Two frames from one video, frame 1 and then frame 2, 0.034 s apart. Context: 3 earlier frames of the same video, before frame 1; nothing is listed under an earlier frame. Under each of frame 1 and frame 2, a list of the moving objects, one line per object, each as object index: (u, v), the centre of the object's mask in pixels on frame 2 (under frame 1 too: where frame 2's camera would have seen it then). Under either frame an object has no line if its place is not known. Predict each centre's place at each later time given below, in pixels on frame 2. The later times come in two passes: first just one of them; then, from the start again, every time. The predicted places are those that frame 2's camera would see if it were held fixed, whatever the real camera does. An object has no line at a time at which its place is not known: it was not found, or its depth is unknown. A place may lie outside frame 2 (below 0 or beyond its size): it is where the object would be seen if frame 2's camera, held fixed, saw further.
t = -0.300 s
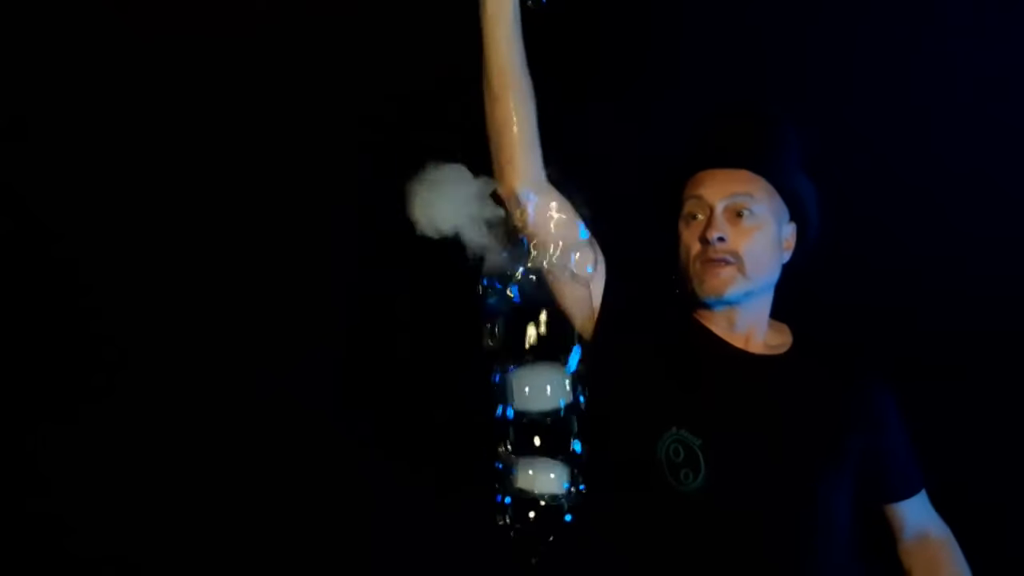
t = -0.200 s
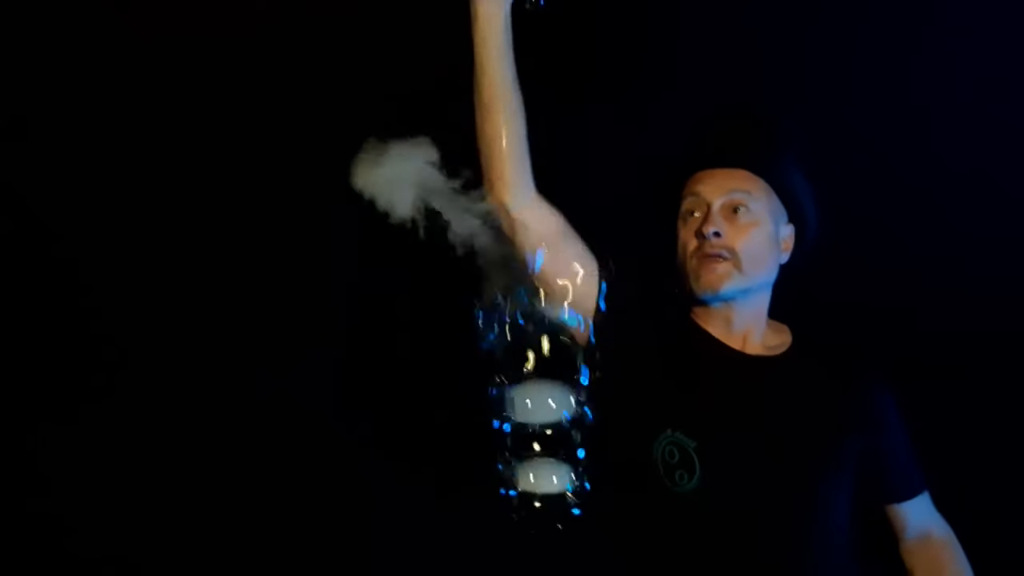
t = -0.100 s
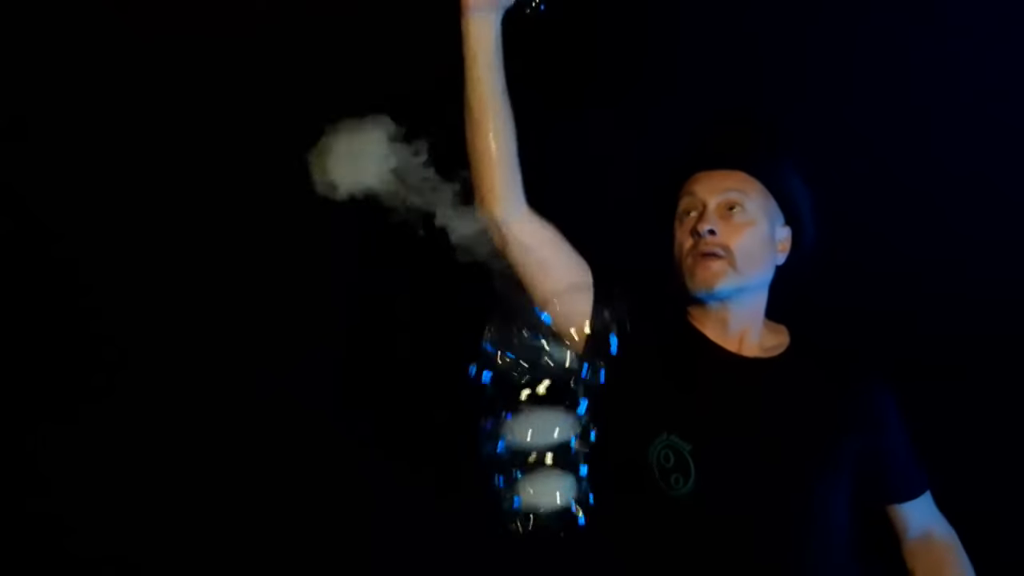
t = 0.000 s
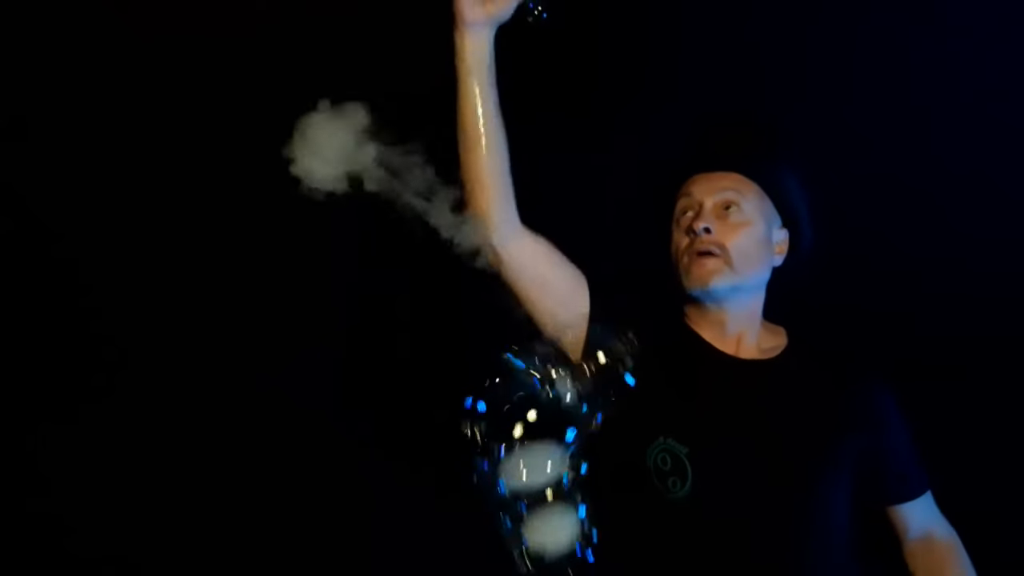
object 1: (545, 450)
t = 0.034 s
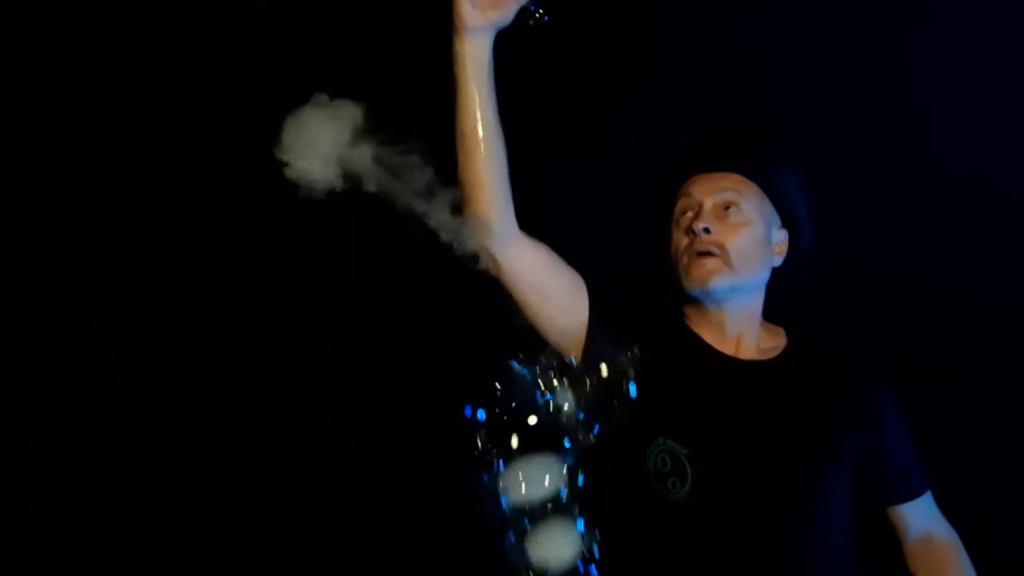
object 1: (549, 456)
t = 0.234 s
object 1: (547, 504)
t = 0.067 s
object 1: (549, 463)
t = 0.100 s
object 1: (547, 470)
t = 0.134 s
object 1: (549, 476)
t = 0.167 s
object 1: (548, 483)
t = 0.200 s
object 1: (549, 492)
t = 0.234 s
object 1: (547, 504)
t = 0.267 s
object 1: (548, 518)
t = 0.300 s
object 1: (549, 529)
